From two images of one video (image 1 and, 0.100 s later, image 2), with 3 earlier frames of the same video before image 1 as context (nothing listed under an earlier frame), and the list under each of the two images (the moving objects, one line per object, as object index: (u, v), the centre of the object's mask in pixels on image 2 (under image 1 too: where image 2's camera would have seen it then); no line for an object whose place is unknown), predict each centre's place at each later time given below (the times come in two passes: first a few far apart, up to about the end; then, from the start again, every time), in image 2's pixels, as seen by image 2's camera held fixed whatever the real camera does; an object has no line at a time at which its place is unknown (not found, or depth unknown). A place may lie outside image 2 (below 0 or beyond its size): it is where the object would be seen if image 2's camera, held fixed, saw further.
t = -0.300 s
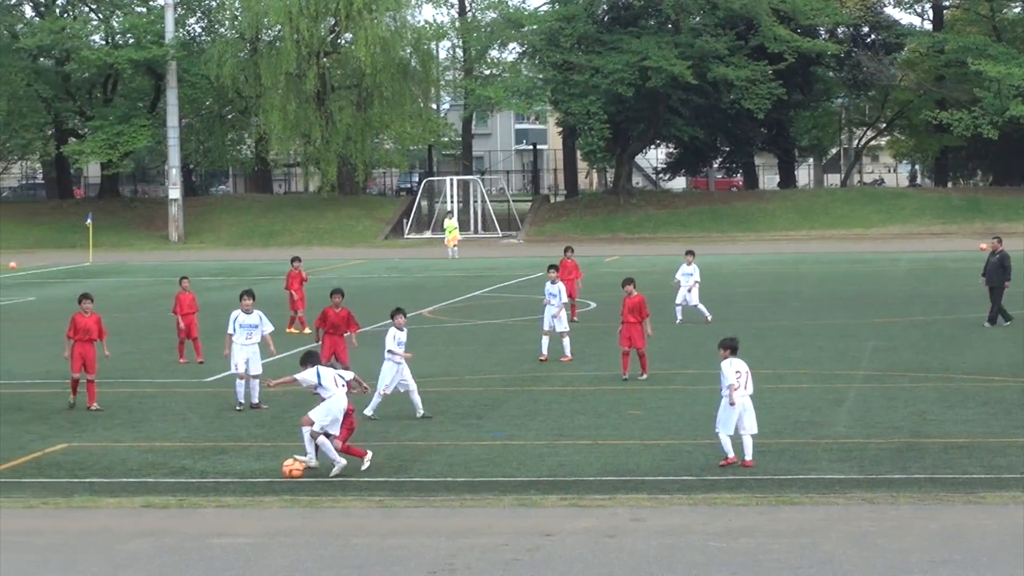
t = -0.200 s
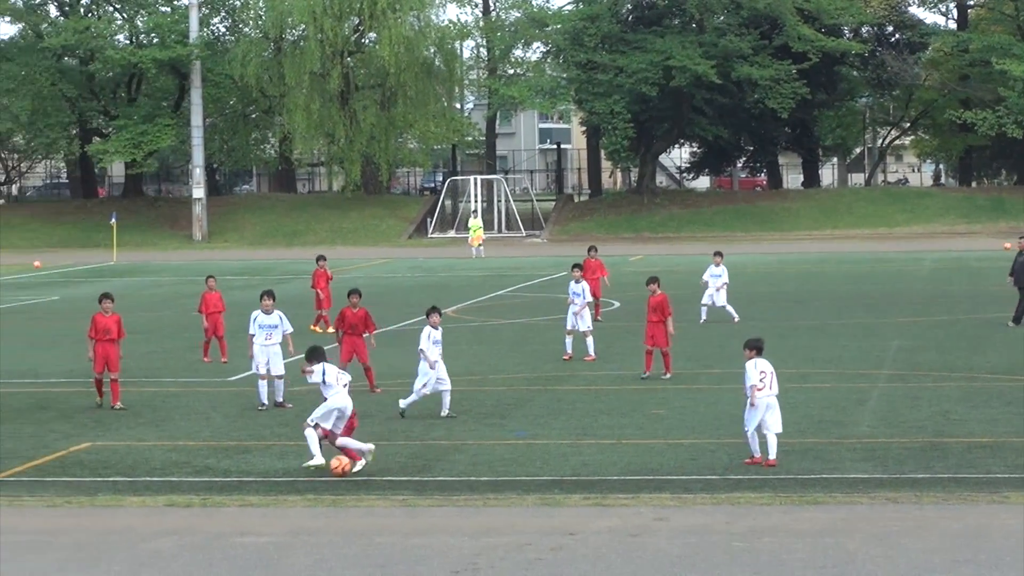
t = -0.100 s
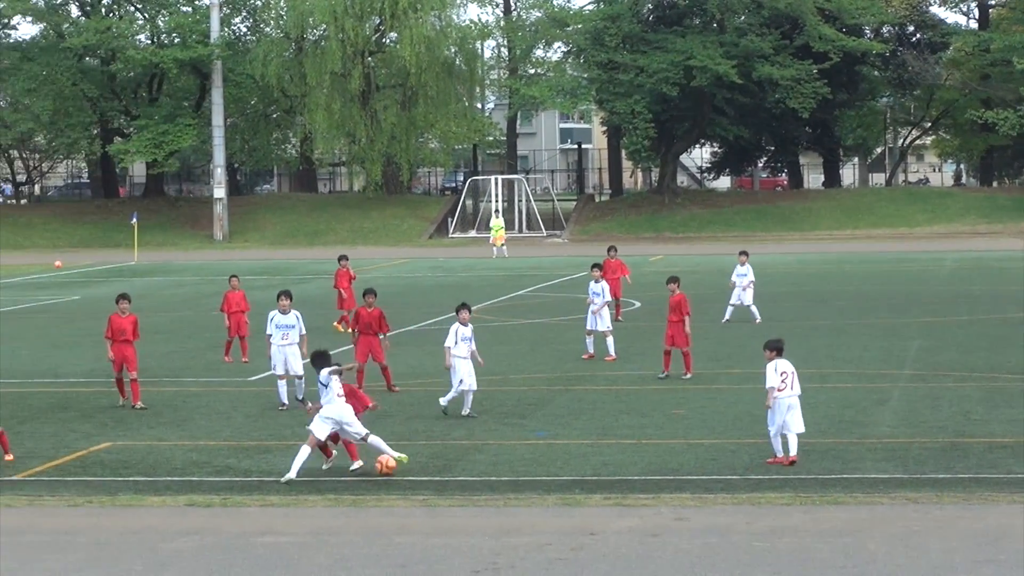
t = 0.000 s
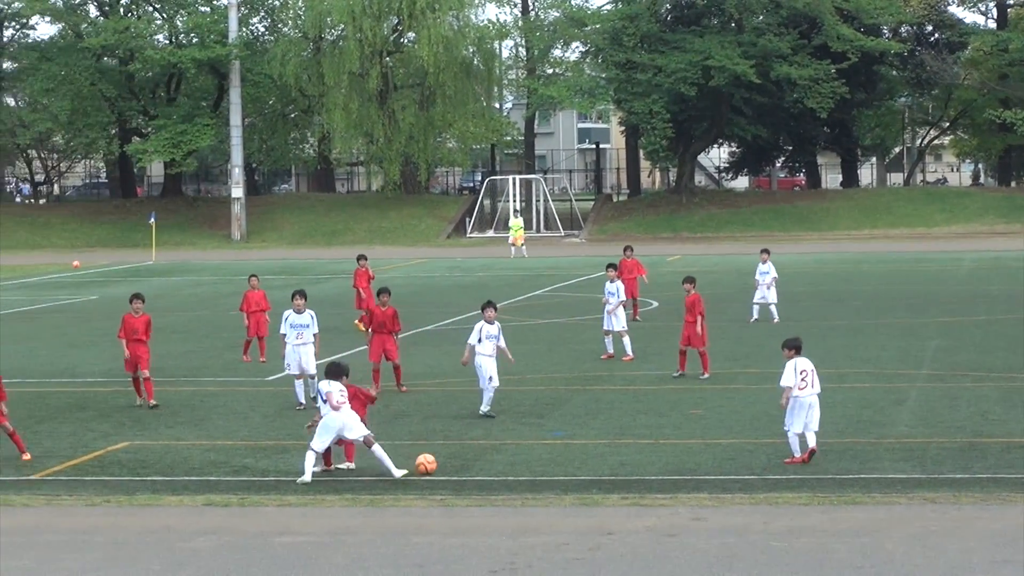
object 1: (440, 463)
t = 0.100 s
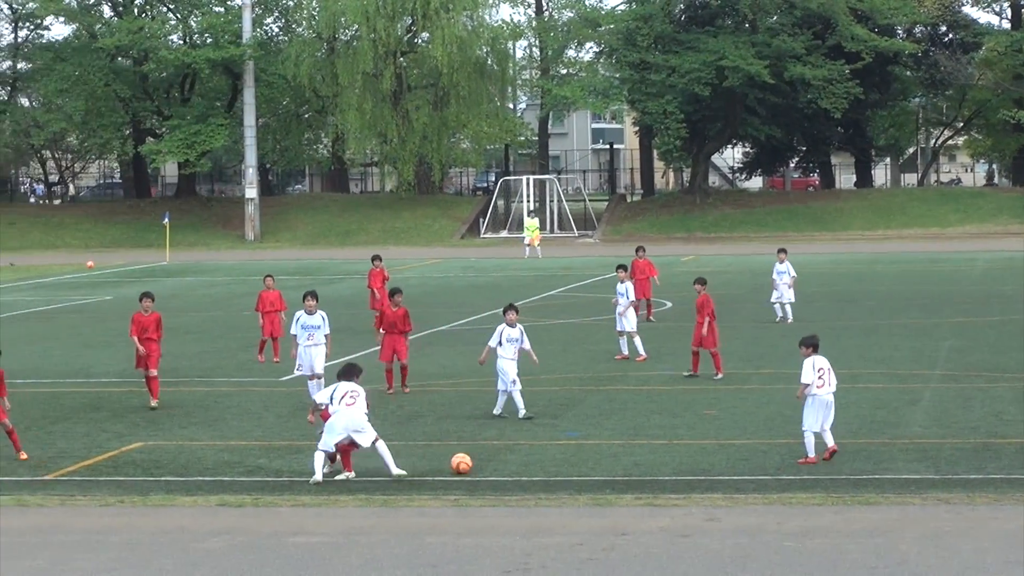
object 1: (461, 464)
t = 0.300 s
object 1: (504, 464)
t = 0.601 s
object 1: (564, 461)
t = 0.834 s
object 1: (609, 459)
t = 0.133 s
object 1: (468, 465)
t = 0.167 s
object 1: (476, 465)
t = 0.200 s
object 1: (483, 464)
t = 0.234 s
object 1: (490, 464)
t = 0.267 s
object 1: (497, 464)
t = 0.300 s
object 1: (504, 464)
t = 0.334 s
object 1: (511, 464)
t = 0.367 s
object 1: (518, 463)
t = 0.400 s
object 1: (525, 463)
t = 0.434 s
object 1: (532, 462)
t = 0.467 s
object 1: (538, 463)
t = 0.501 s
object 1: (545, 462)
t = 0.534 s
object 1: (552, 462)
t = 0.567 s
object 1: (558, 462)
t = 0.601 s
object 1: (564, 461)
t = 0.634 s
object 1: (571, 461)
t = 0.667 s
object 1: (577, 461)
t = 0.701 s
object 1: (584, 460)
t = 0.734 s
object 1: (590, 460)
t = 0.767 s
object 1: (597, 459)
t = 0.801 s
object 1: (603, 459)
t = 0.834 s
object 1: (609, 459)
